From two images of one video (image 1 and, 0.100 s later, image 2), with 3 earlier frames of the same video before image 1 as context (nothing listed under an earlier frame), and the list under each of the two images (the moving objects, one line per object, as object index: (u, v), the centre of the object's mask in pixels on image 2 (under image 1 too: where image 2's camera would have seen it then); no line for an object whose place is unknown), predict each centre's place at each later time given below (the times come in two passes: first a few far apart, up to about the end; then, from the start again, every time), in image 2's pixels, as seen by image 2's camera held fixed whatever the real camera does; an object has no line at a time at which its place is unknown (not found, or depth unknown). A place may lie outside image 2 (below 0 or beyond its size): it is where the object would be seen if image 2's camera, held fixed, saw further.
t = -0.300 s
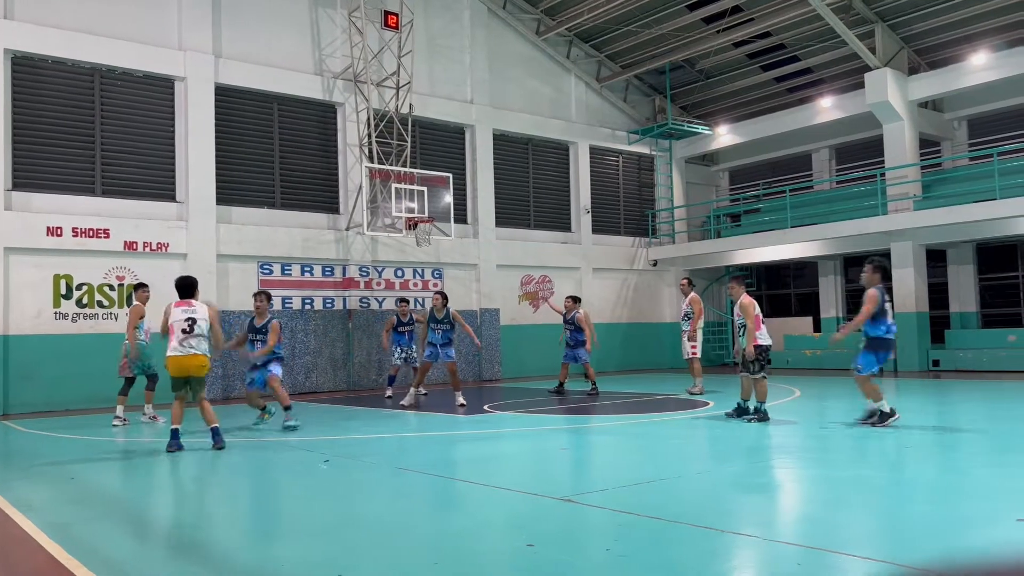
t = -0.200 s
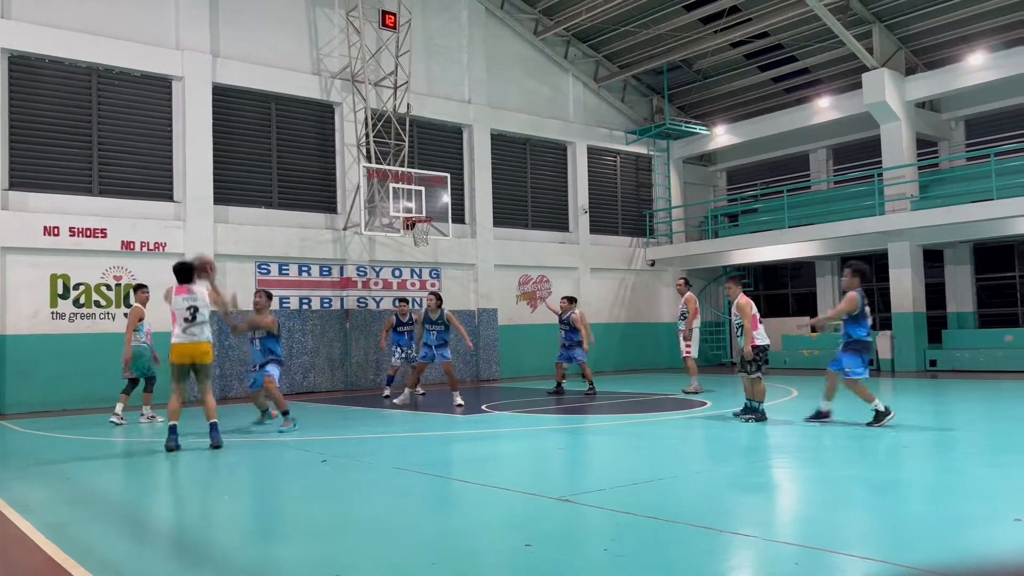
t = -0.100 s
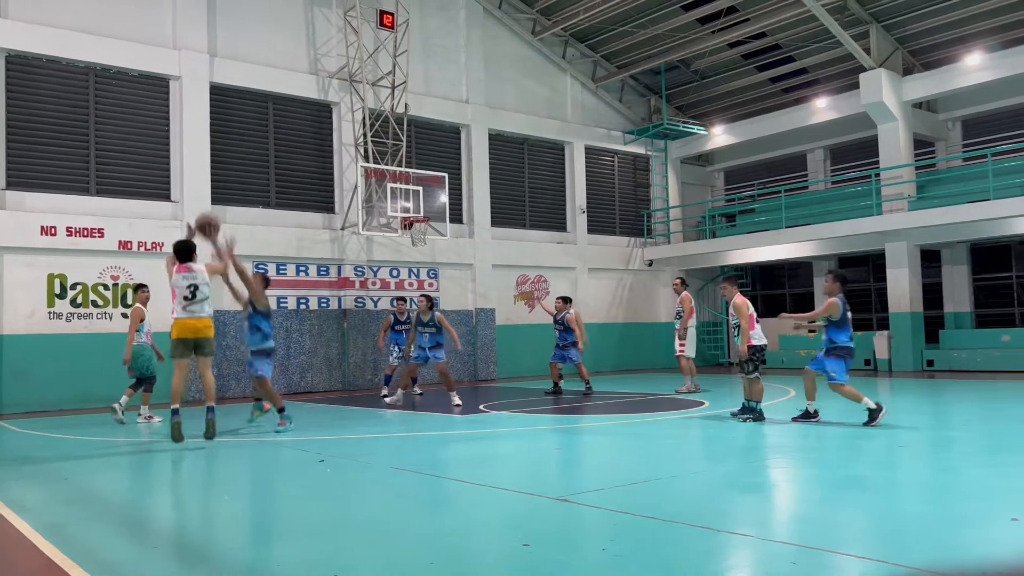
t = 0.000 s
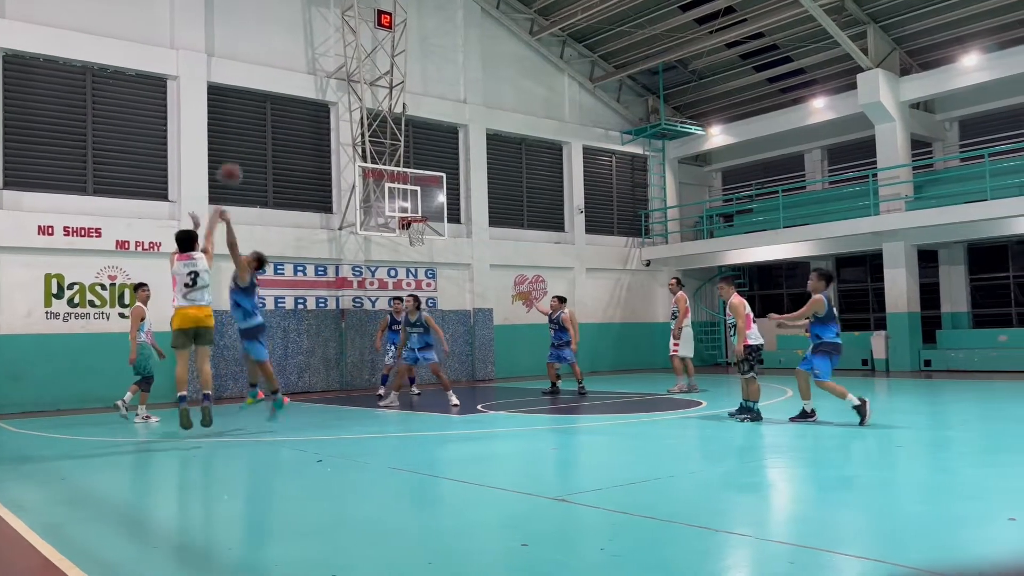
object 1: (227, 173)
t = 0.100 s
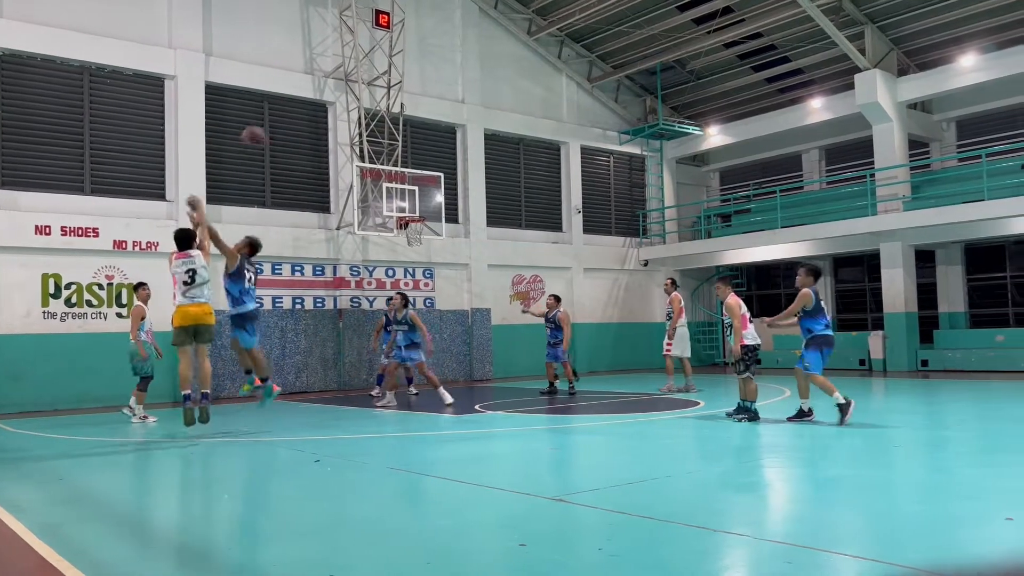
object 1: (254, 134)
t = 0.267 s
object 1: (292, 100)
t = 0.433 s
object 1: (323, 91)
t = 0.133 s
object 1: (262, 127)
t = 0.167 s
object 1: (269, 118)
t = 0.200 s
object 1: (278, 111)
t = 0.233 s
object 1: (284, 105)
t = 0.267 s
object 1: (292, 100)
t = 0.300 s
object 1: (298, 97)
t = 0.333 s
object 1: (304, 94)
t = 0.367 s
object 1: (311, 92)
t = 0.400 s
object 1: (317, 91)
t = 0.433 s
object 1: (323, 91)
